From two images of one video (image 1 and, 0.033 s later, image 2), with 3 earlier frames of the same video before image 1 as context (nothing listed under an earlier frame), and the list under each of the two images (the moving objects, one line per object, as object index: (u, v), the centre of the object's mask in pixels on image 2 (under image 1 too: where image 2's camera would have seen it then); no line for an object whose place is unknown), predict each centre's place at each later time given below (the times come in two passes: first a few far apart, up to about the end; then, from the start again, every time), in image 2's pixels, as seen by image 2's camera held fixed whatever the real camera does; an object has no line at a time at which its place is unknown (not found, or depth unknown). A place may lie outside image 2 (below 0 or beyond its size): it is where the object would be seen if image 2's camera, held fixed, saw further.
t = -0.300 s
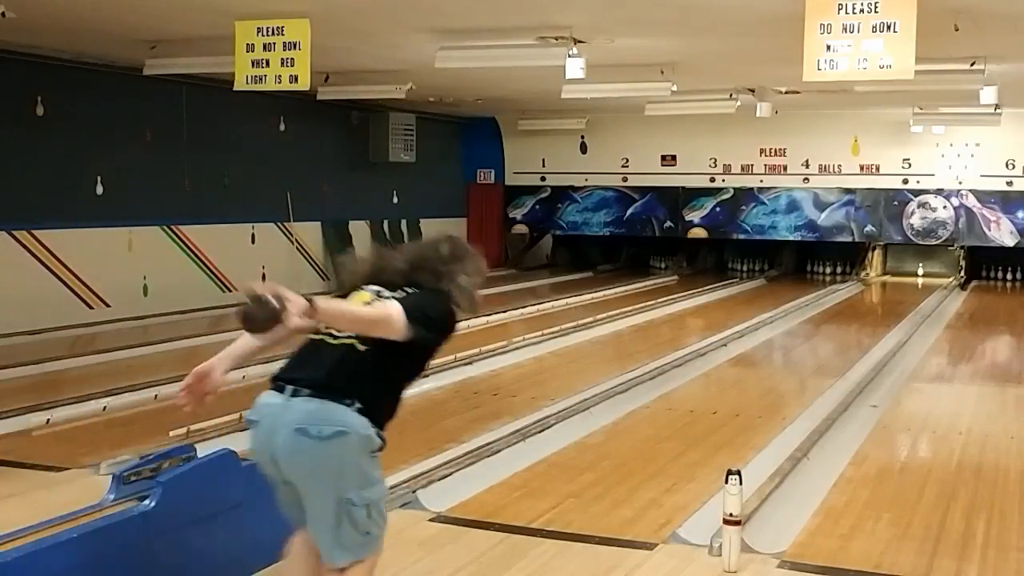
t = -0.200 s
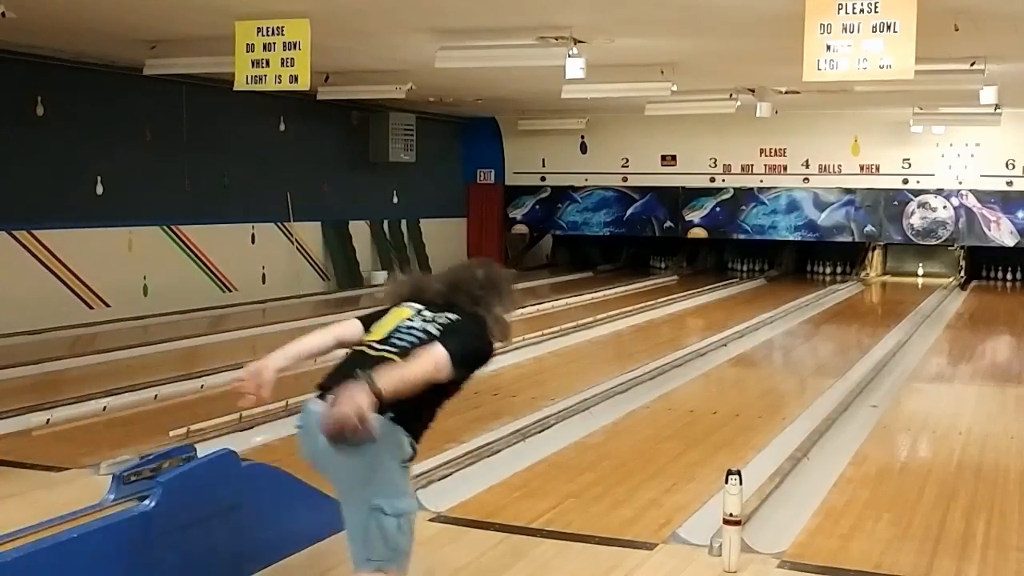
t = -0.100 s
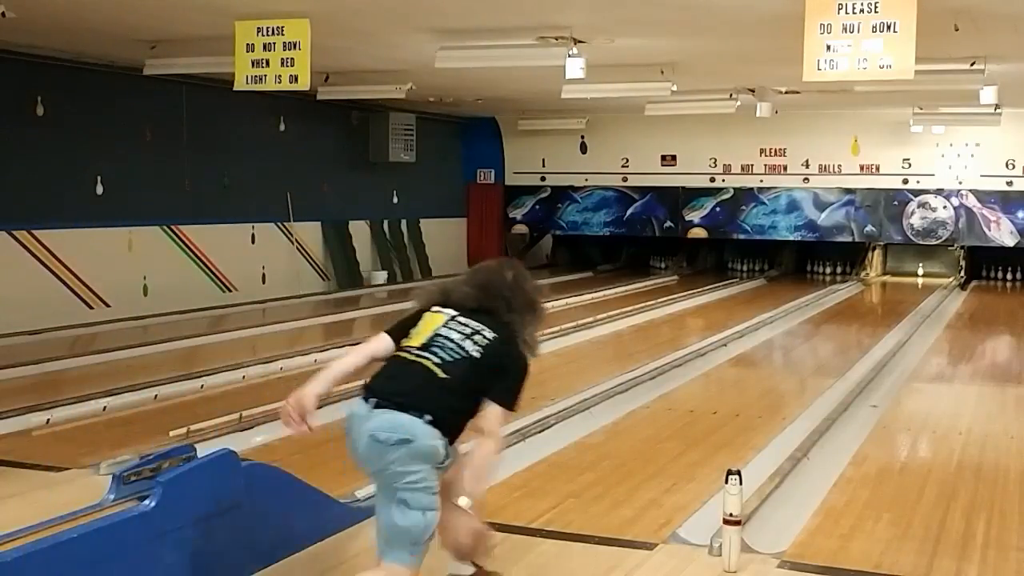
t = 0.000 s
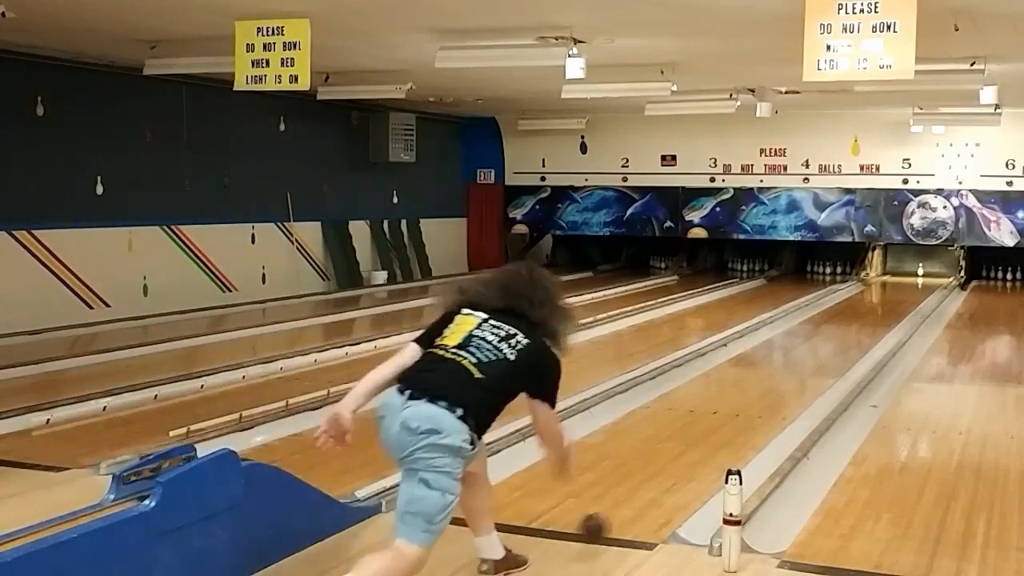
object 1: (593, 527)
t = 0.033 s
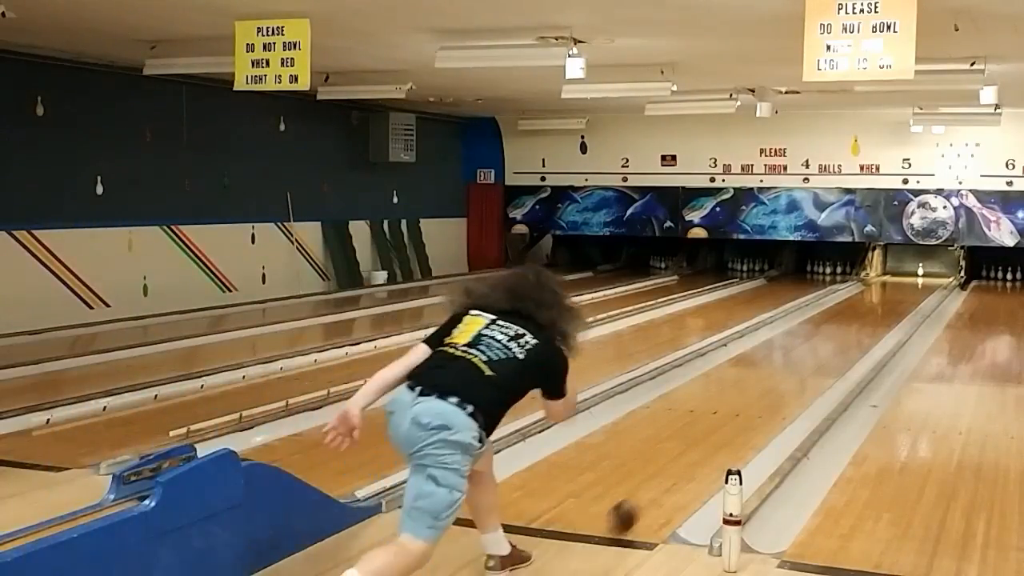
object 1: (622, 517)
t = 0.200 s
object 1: (730, 436)
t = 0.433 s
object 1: (811, 375)
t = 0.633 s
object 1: (852, 345)
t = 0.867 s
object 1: (883, 321)
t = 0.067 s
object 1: (650, 495)
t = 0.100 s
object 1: (675, 478)
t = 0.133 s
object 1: (695, 462)
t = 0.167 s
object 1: (713, 448)
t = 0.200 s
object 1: (730, 436)
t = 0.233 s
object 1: (745, 425)
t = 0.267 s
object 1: (758, 415)
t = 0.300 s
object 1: (771, 405)
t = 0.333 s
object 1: (782, 397)
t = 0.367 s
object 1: (792, 389)
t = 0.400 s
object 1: (802, 382)
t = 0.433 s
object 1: (811, 375)
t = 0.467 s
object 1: (819, 369)
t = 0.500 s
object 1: (826, 364)
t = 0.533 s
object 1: (833, 358)
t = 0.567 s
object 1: (840, 354)
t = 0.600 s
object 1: (846, 349)
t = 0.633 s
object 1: (852, 345)
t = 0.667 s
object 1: (857, 341)
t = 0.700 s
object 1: (862, 337)
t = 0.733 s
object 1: (867, 333)
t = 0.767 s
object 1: (871, 330)
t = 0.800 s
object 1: (875, 326)
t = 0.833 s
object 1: (879, 324)
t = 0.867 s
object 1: (883, 321)
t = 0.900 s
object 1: (887, 318)
